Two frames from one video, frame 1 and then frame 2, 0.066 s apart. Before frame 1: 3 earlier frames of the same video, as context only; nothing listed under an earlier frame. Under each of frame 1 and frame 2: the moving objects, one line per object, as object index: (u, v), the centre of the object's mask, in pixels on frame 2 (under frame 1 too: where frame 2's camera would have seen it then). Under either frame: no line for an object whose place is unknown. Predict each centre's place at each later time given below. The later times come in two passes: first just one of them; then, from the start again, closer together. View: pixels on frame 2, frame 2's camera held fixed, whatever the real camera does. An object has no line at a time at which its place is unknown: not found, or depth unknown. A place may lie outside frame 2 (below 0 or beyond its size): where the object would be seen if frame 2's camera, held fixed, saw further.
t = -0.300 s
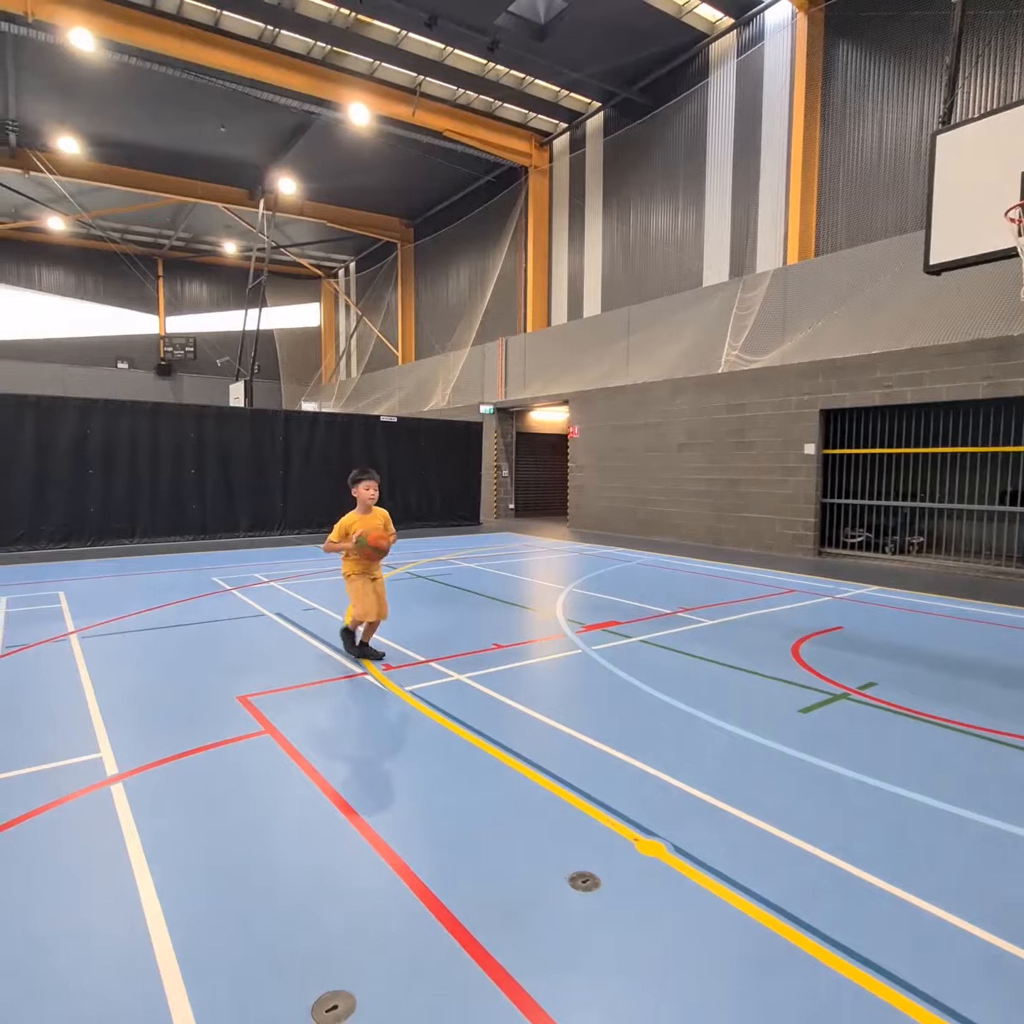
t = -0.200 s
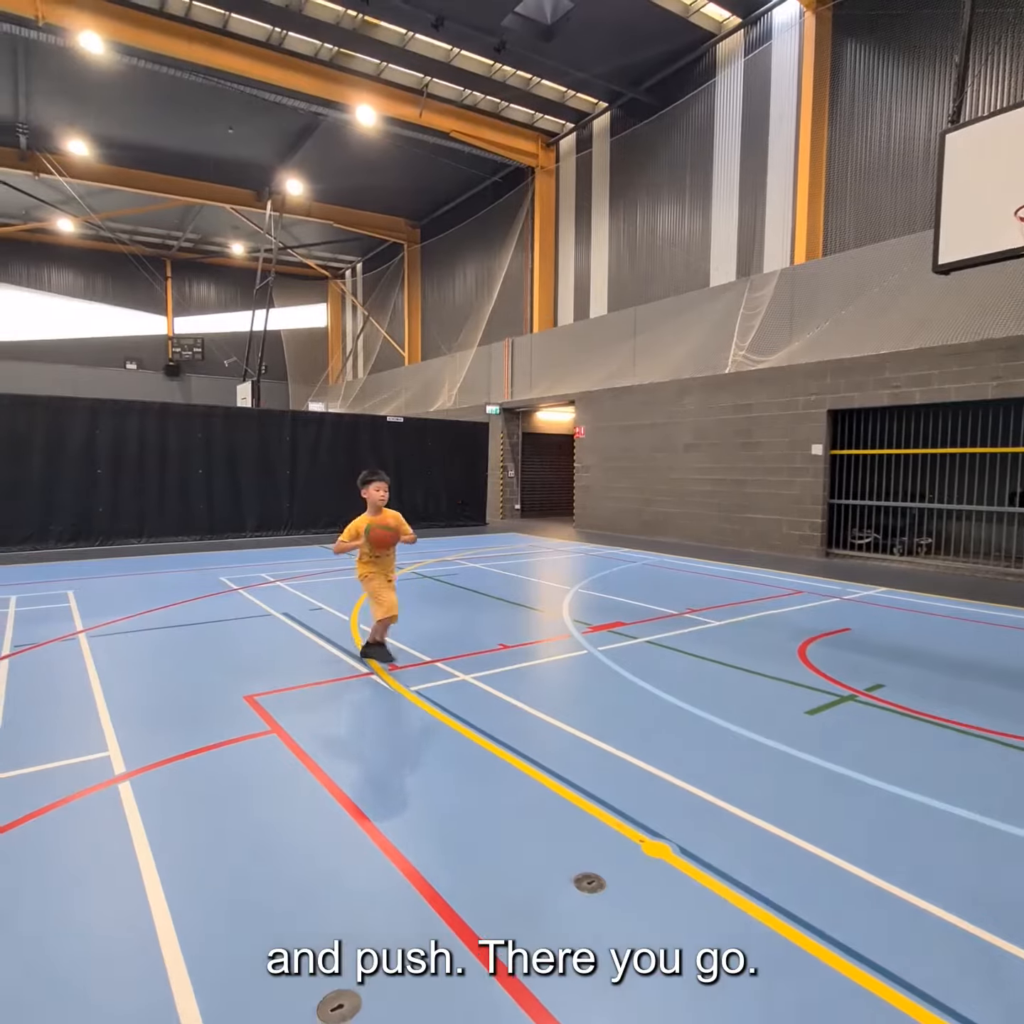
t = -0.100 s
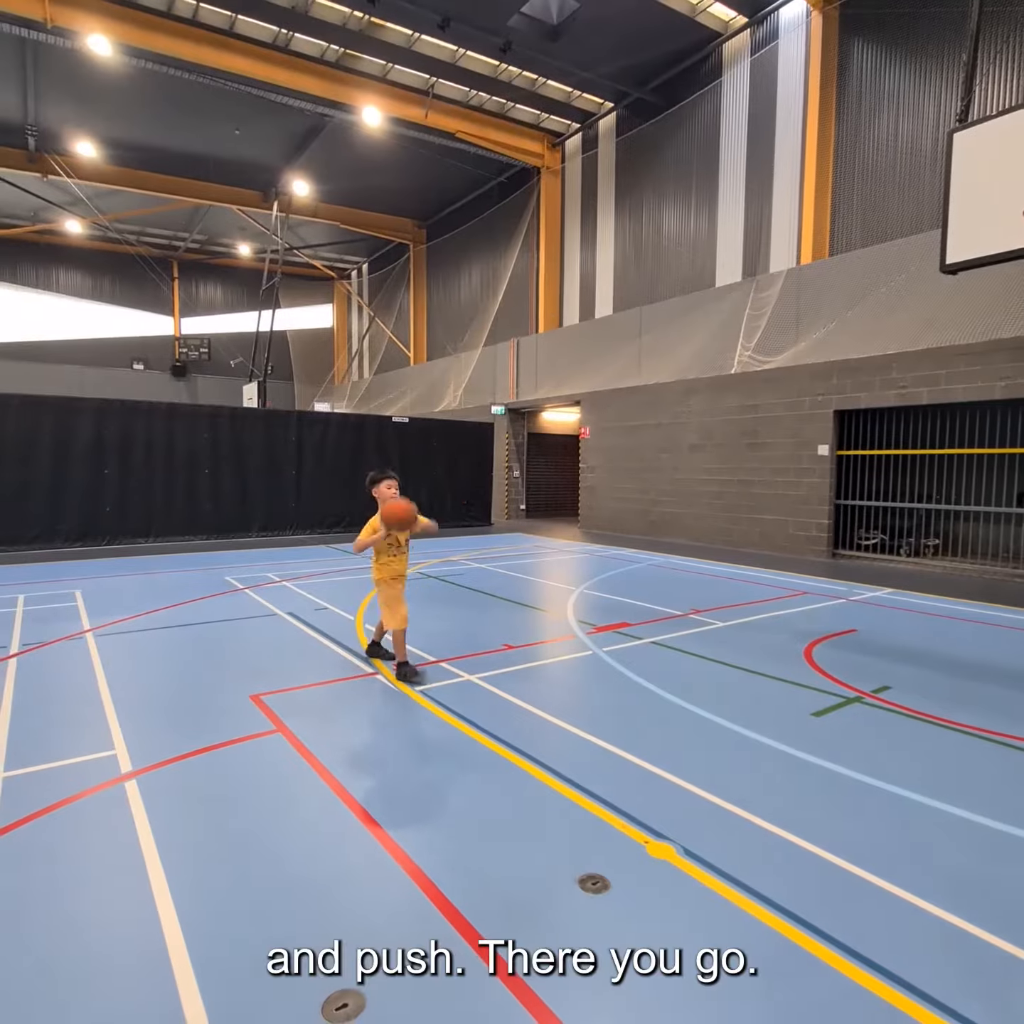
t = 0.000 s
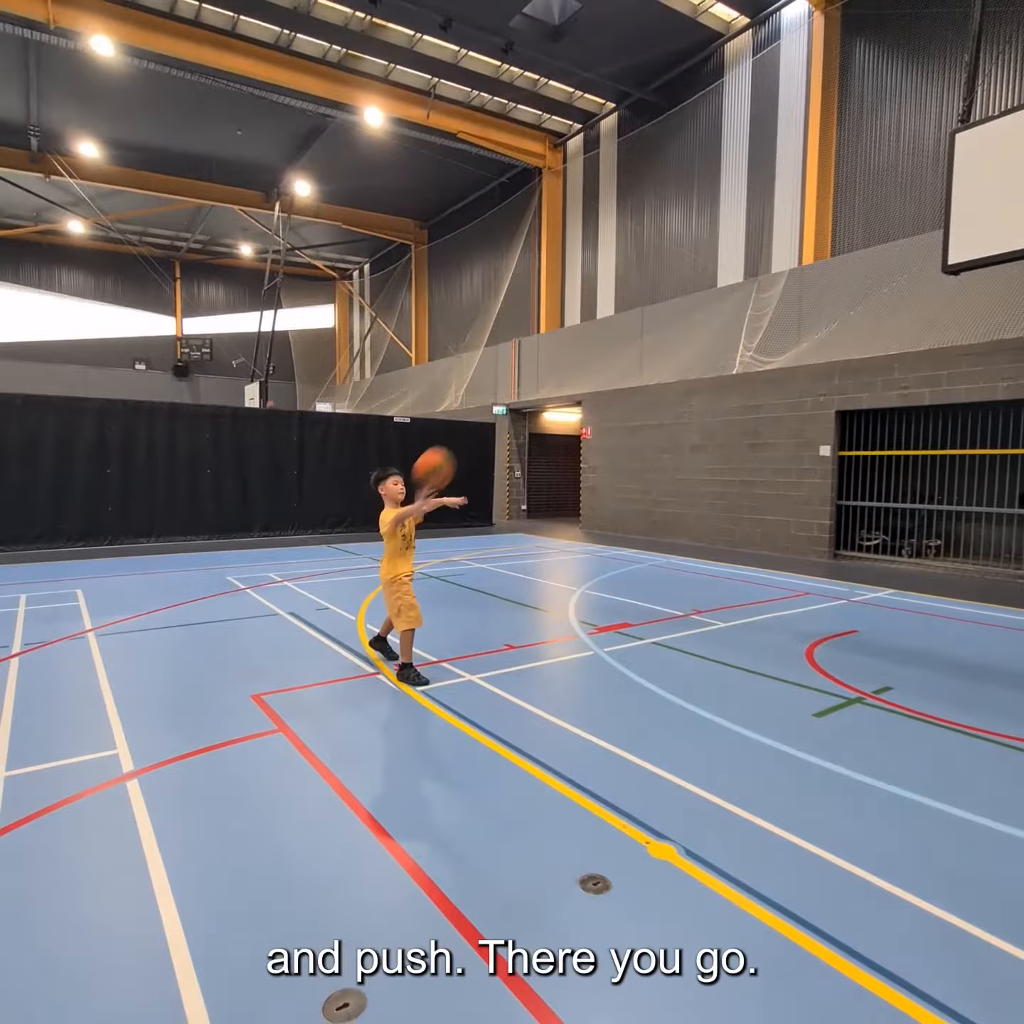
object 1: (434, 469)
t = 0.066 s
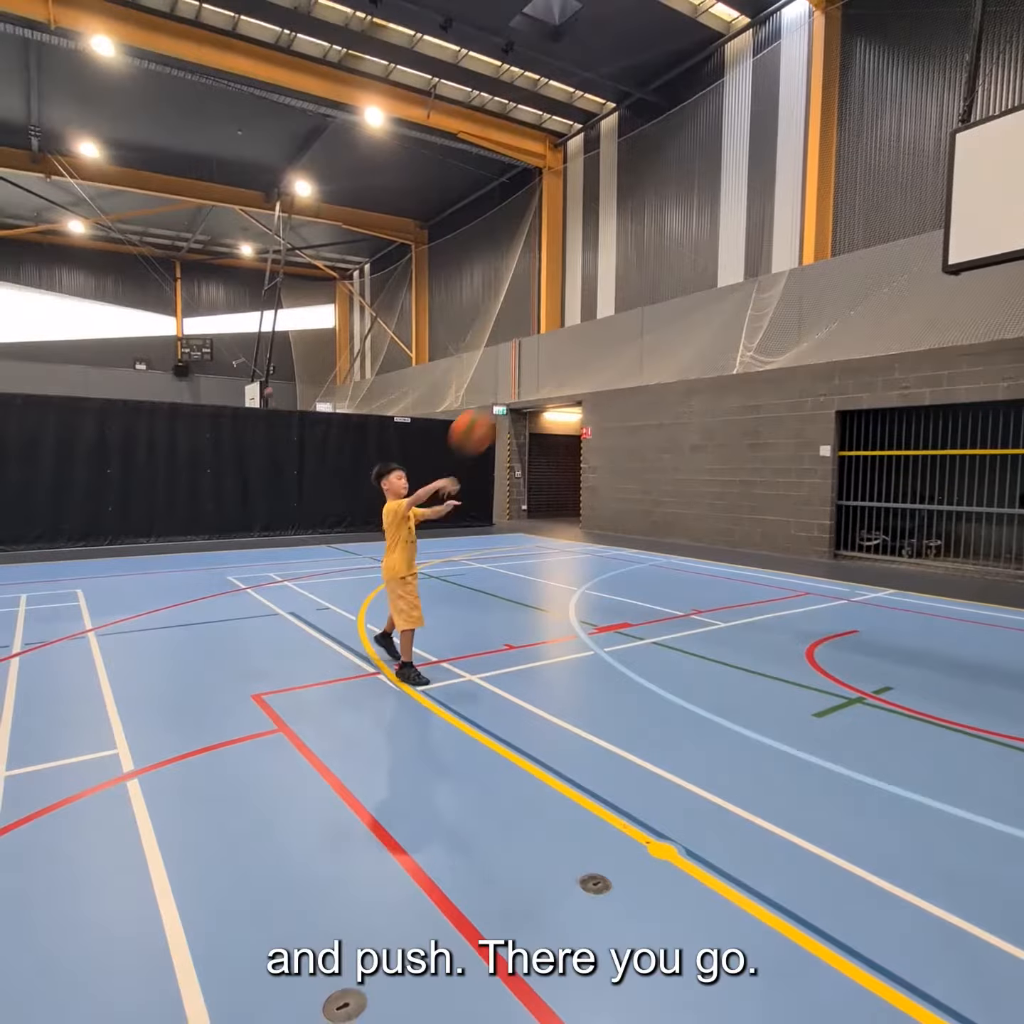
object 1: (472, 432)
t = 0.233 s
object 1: (608, 344)
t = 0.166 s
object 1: (546, 376)
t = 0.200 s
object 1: (576, 359)
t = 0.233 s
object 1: (608, 344)
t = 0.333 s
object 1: (725, 304)
